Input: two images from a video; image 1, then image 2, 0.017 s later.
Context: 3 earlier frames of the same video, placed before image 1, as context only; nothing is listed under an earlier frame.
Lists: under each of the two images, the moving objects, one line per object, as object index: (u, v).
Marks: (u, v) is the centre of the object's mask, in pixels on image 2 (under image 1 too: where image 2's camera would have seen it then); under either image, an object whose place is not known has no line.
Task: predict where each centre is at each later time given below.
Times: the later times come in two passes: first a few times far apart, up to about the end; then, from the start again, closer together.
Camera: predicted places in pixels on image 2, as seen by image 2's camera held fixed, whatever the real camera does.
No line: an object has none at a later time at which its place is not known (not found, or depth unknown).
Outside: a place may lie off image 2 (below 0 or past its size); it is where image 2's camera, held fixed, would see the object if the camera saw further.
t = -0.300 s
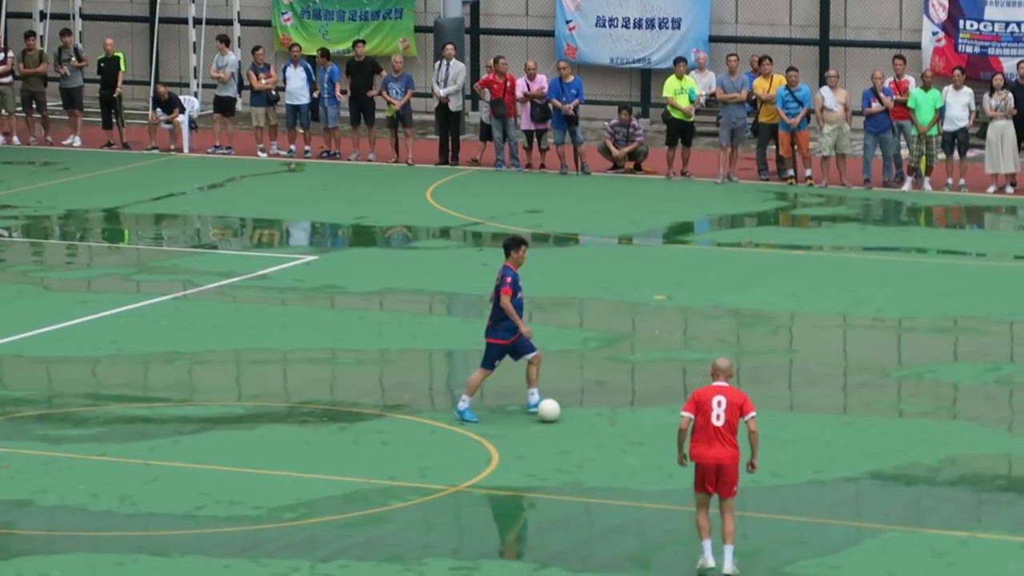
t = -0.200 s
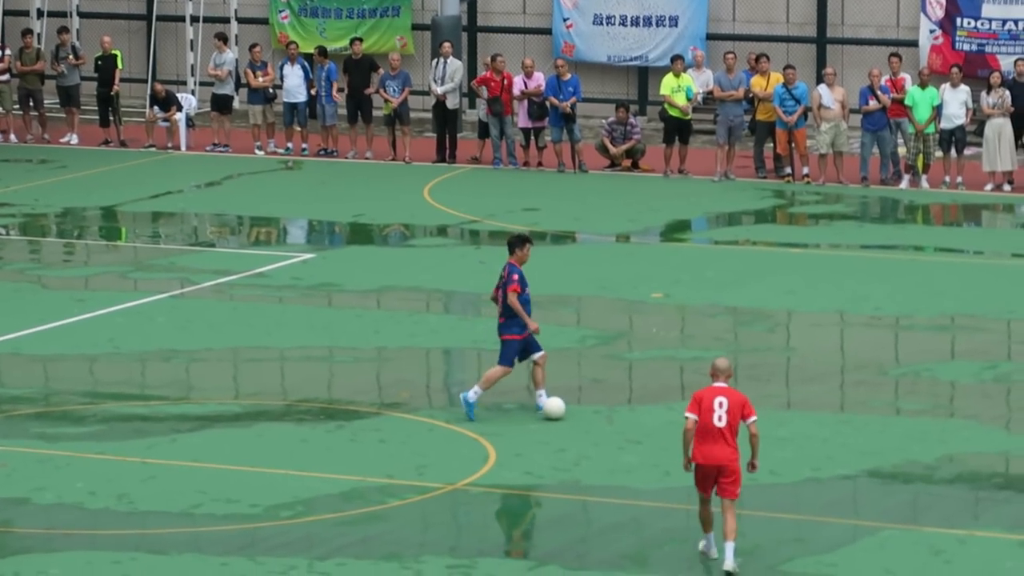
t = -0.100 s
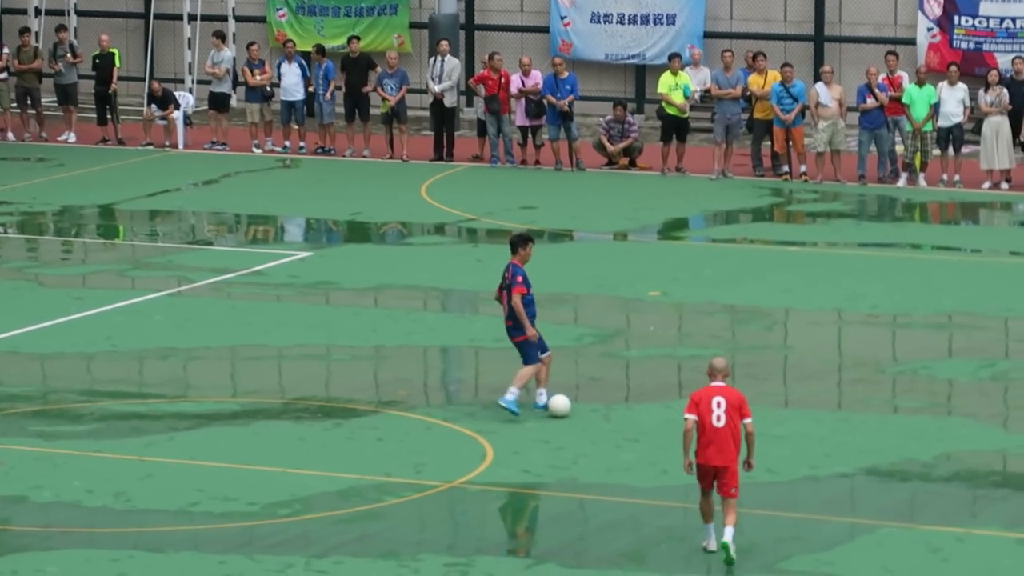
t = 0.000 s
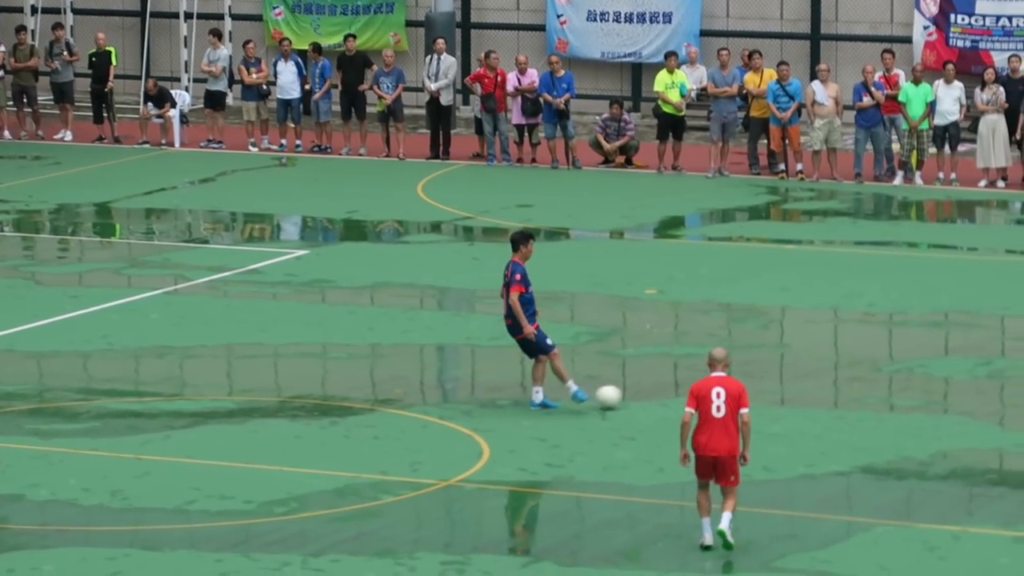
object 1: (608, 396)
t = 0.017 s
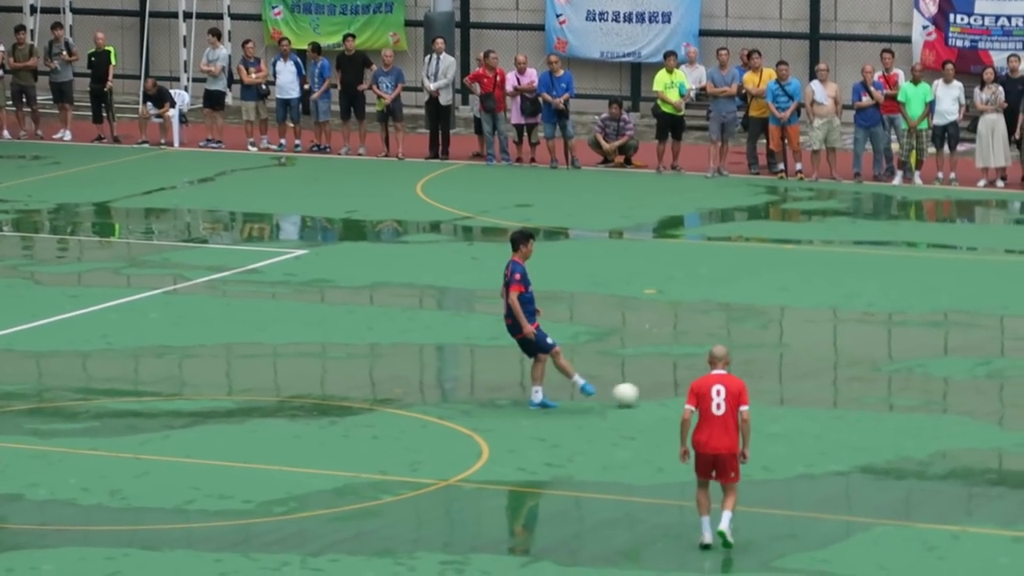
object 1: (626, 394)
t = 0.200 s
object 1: (805, 374)
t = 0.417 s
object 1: (988, 352)
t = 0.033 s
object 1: (643, 392)
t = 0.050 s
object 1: (660, 390)
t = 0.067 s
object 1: (677, 389)
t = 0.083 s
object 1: (687, 384)
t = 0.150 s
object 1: (761, 377)
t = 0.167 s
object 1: (774, 377)
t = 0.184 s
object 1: (789, 376)
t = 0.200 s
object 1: (805, 374)
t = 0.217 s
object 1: (820, 371)
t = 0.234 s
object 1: (834, 369)
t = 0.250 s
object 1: (849, 367)
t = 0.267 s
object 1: (863, 367)
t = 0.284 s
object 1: (878, 366)
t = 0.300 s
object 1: (892, 363)
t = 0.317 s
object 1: (907, 361)
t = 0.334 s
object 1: (920, 360)
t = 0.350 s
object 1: (934, 359)
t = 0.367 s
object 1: (947, 357)
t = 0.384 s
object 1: (961, 356)
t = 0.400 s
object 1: (975, 354)
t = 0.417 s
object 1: (988, 352)
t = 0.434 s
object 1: (1000, 349)
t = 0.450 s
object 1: (1013, 348)
